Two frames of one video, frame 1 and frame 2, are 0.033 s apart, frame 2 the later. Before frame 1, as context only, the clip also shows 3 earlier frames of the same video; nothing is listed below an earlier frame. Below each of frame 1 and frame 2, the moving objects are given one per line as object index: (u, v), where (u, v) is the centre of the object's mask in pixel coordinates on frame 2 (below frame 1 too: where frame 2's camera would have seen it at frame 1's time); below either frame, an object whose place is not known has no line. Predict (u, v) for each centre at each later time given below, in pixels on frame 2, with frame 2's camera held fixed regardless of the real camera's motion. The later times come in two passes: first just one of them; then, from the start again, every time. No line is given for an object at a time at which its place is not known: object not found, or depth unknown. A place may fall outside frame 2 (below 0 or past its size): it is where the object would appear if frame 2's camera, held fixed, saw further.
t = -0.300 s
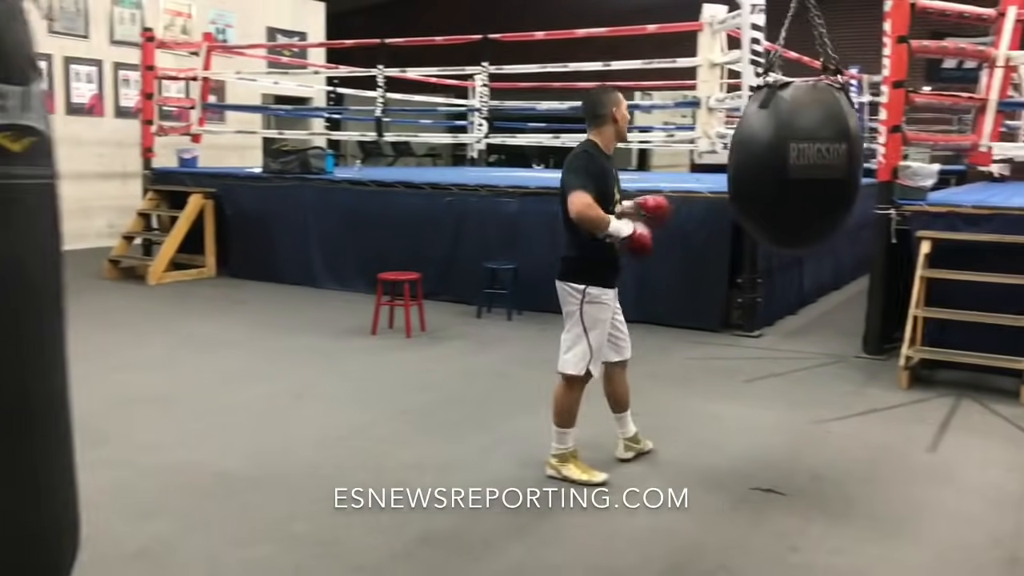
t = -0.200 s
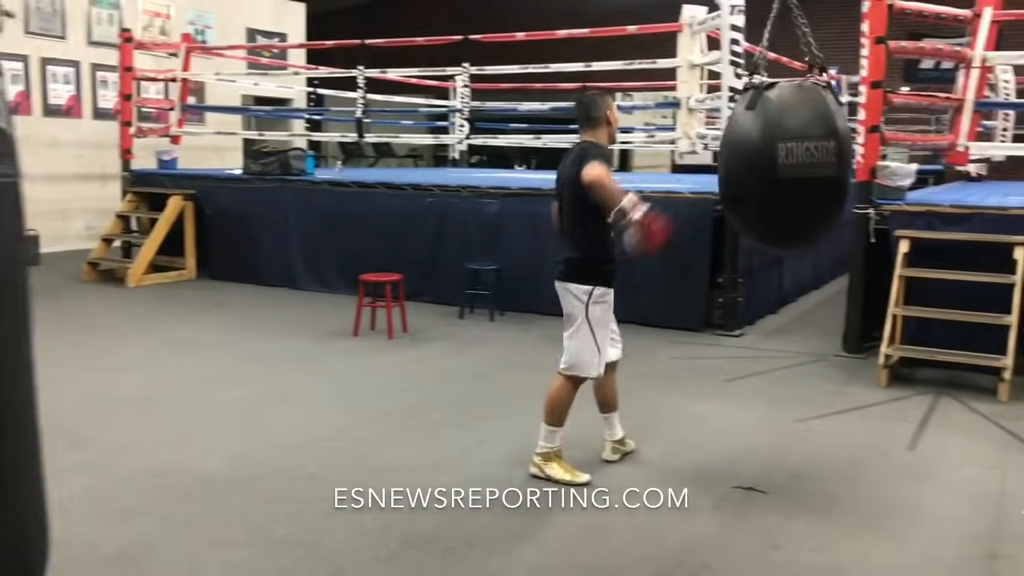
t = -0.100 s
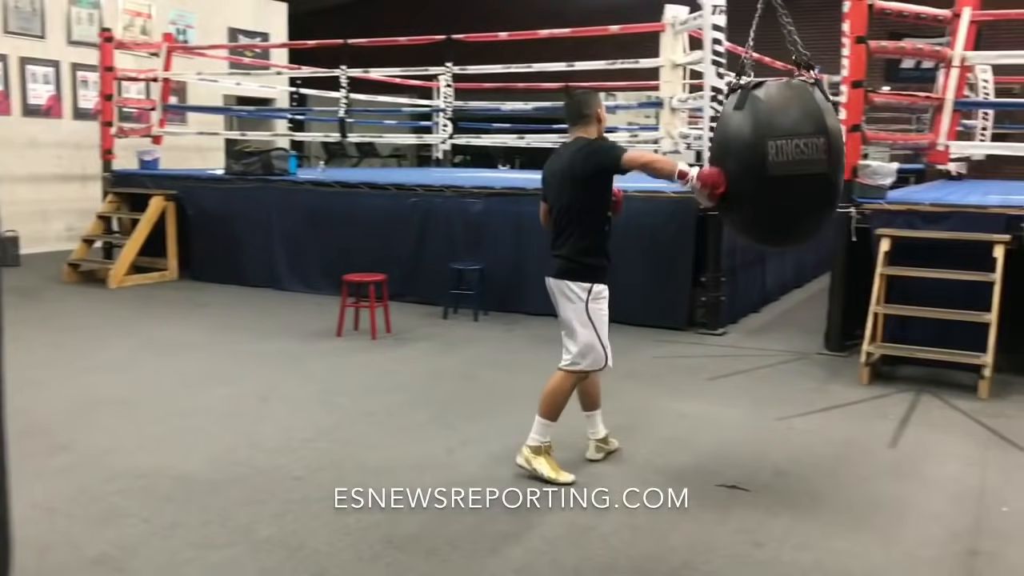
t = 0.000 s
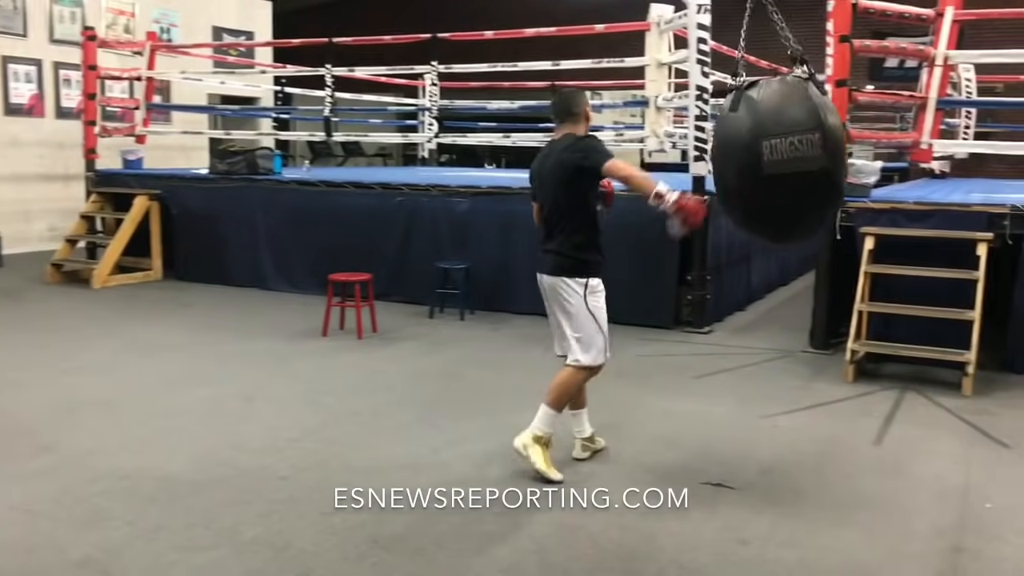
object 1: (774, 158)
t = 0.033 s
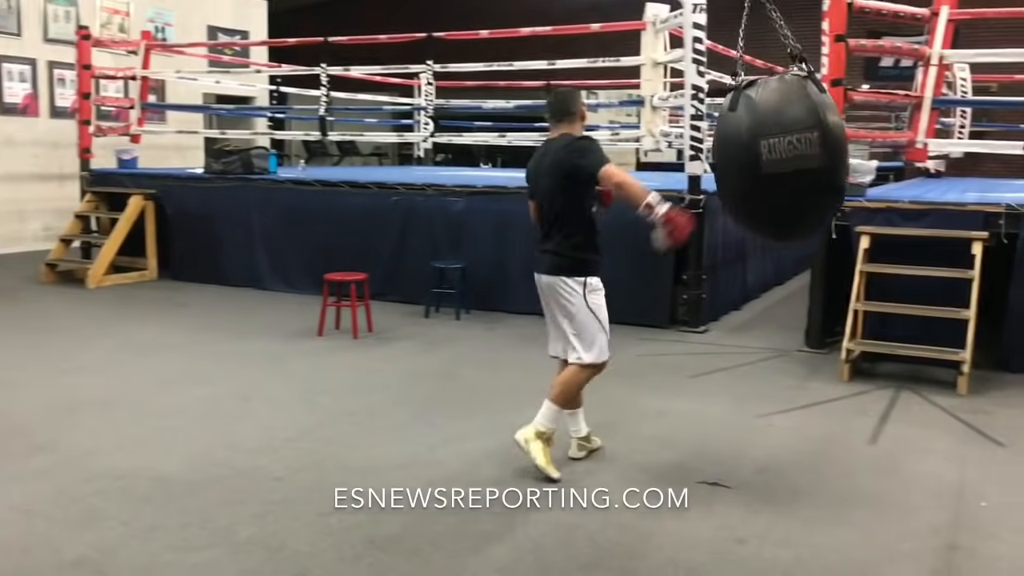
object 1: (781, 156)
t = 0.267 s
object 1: (804, 153)
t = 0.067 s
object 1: (786, 155)
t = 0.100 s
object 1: (791, 155)
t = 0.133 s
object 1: (795, 154)
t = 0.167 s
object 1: (798, 154)
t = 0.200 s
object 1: (801, 154)
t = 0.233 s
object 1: (803, 153)
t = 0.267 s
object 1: (804, 153)
